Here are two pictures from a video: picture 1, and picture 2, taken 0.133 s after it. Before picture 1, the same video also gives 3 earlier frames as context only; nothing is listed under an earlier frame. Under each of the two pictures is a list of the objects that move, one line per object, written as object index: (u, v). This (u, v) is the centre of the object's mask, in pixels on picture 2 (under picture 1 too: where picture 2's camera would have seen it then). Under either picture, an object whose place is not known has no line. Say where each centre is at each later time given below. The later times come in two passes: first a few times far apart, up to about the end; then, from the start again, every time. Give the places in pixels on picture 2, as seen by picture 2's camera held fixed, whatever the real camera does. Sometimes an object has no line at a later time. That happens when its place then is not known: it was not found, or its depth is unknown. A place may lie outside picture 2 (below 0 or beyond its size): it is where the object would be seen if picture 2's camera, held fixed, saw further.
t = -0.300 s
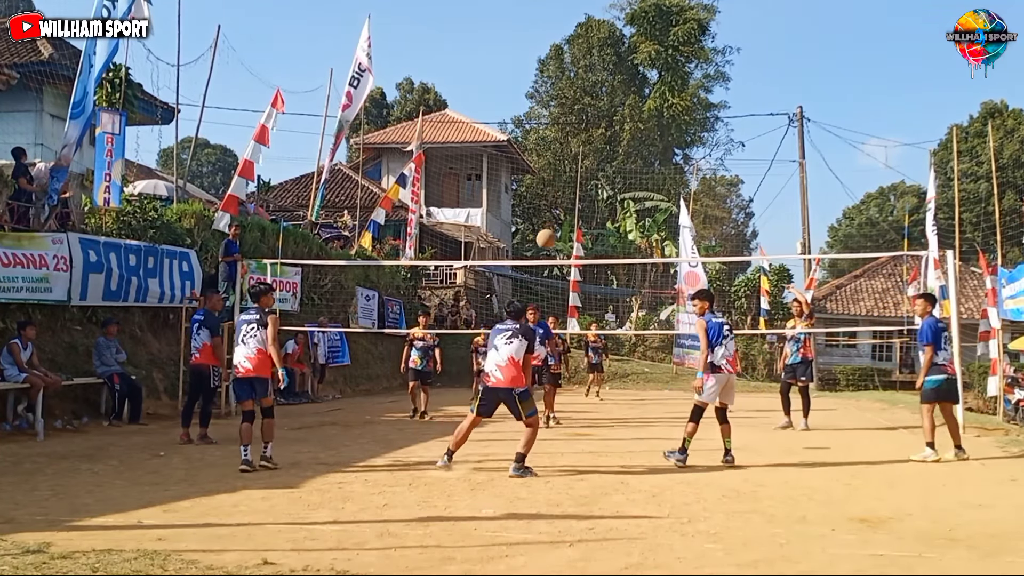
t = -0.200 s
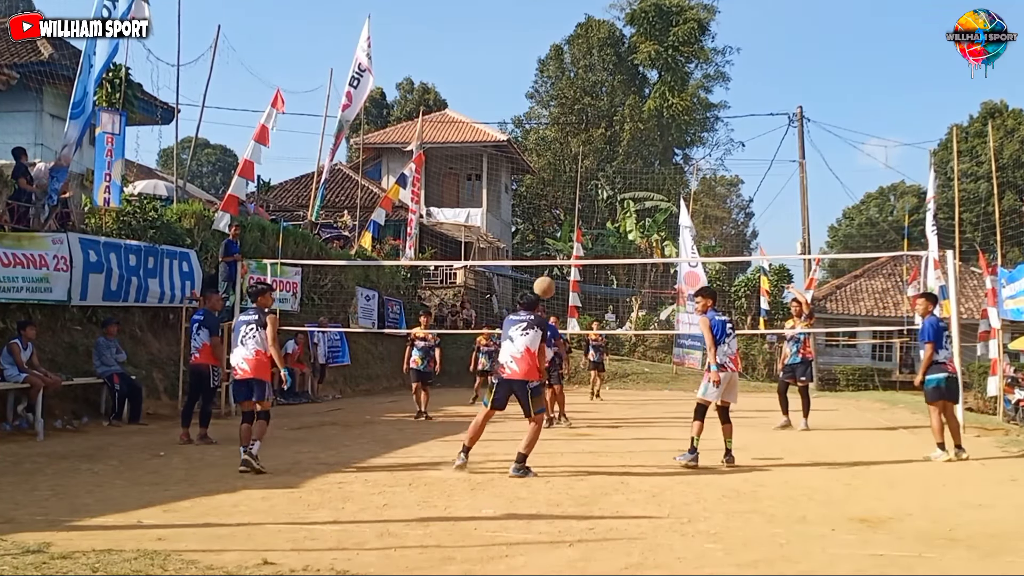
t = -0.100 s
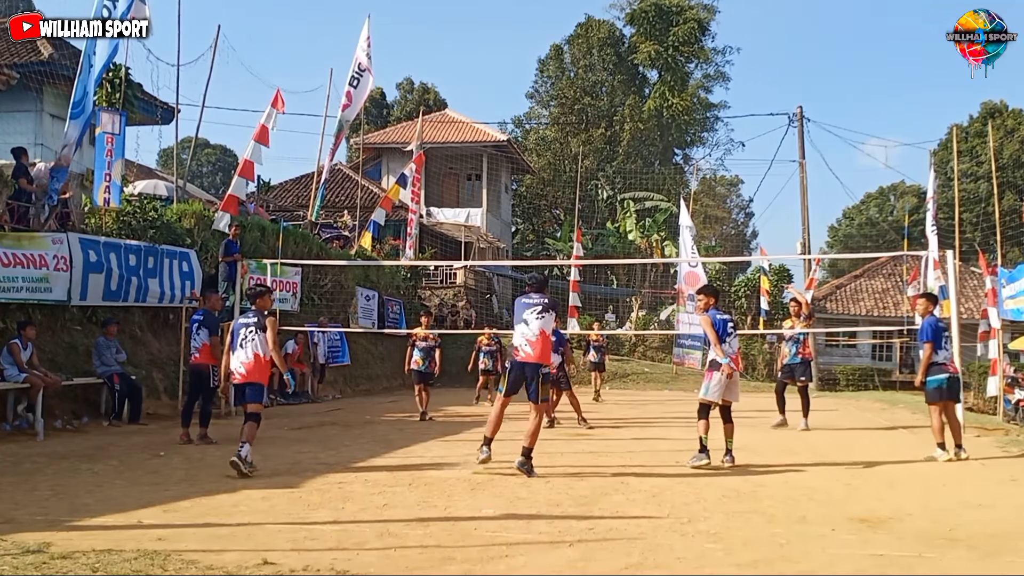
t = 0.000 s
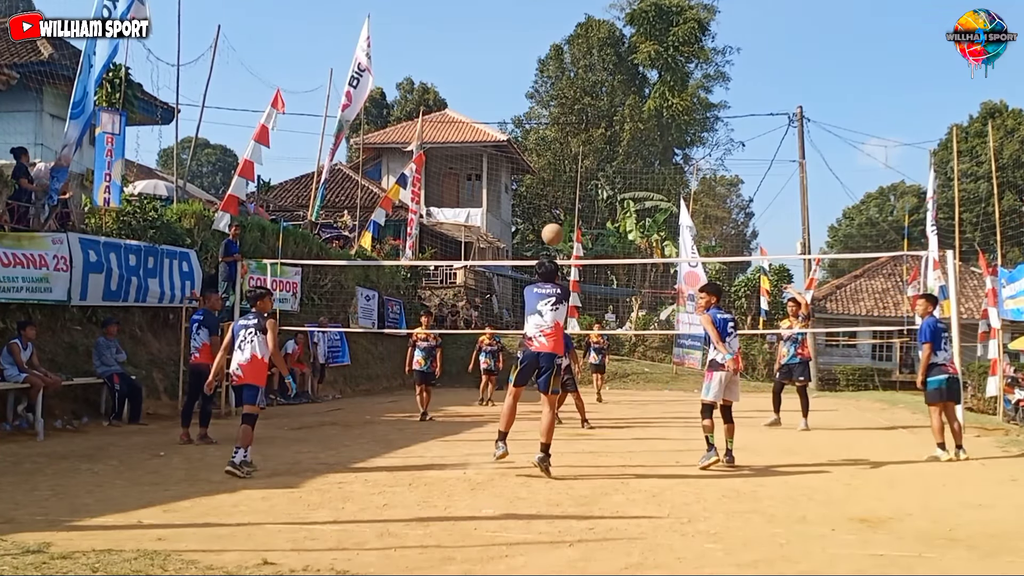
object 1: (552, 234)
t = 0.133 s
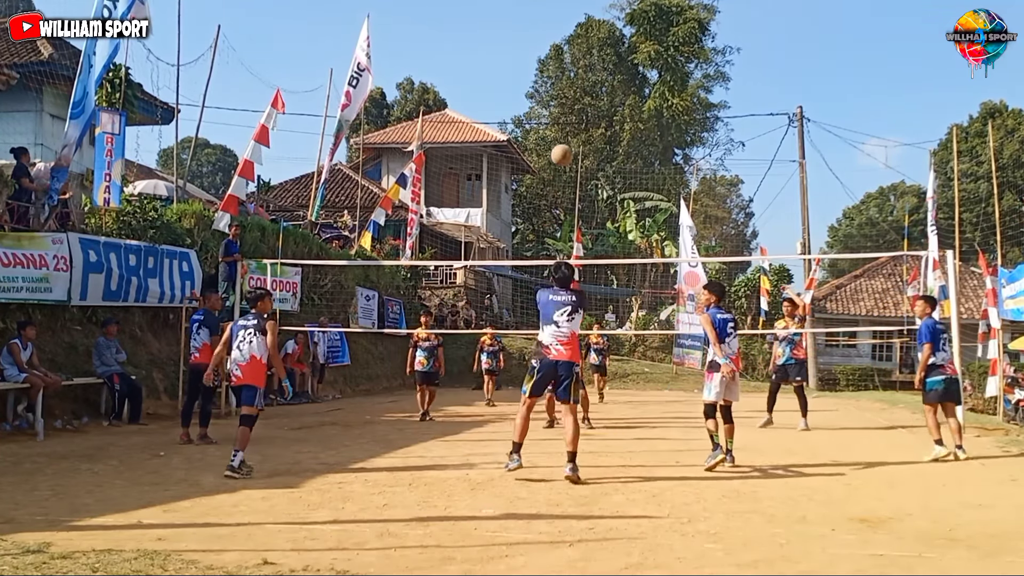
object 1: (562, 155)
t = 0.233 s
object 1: (568, 111)
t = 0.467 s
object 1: (581, 54)
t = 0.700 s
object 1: (593, 50)
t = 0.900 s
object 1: (603, 84)
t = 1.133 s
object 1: (613, 160)
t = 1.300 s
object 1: (619, 235)
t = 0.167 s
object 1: (564, 139)
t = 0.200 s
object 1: (566, 125)
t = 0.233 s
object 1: (568, 111)
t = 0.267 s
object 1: (570, 99)
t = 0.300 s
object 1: (571, 88)
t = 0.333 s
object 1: (573, 79)
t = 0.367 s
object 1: (576, 70)
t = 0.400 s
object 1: (578, 64)
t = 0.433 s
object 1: (579, 58)
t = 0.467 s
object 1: (581, 54)
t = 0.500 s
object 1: (583, 49)
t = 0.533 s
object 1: (585, 48)
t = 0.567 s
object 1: (587, 46)
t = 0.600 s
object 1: (588, 45)
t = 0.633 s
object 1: (590, 46)
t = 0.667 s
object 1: (592, 47)
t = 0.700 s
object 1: (593, 50)
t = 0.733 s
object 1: (594, 52)
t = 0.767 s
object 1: (597, 57)
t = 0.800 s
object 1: (598, 62)
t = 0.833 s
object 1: (599, 68)
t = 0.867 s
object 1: (601, 76)
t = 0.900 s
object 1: (603, 84)
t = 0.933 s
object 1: (605, 92)
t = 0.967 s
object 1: (606, 102)
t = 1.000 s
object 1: (607, 111)
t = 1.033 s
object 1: (609, 123)
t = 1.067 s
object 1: (610, 135)
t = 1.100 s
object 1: (611, 146)
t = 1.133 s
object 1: (613, 160)
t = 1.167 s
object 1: (614, 173)
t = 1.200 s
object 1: (615, 188)
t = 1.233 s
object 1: (616, 203)
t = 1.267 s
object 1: (618, 219)
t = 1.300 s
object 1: (619, 235)
